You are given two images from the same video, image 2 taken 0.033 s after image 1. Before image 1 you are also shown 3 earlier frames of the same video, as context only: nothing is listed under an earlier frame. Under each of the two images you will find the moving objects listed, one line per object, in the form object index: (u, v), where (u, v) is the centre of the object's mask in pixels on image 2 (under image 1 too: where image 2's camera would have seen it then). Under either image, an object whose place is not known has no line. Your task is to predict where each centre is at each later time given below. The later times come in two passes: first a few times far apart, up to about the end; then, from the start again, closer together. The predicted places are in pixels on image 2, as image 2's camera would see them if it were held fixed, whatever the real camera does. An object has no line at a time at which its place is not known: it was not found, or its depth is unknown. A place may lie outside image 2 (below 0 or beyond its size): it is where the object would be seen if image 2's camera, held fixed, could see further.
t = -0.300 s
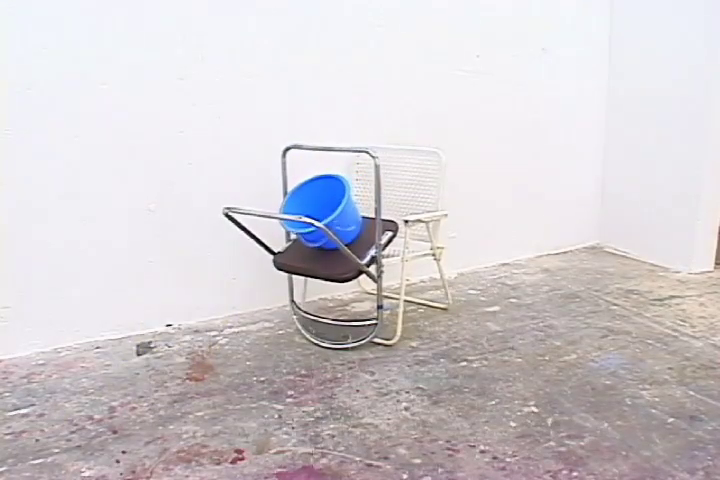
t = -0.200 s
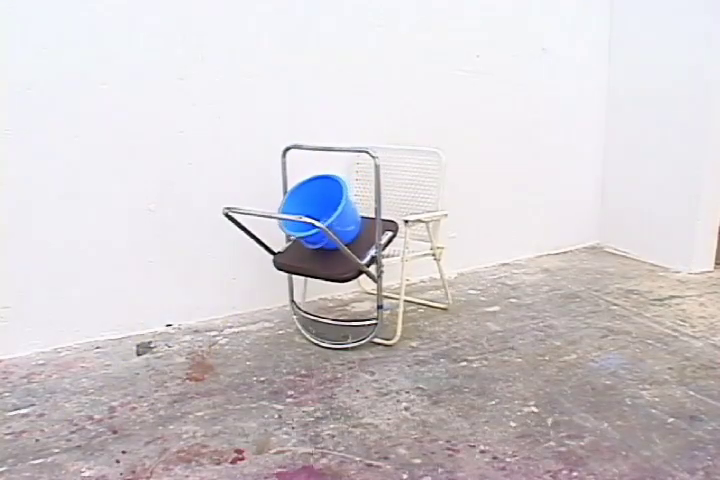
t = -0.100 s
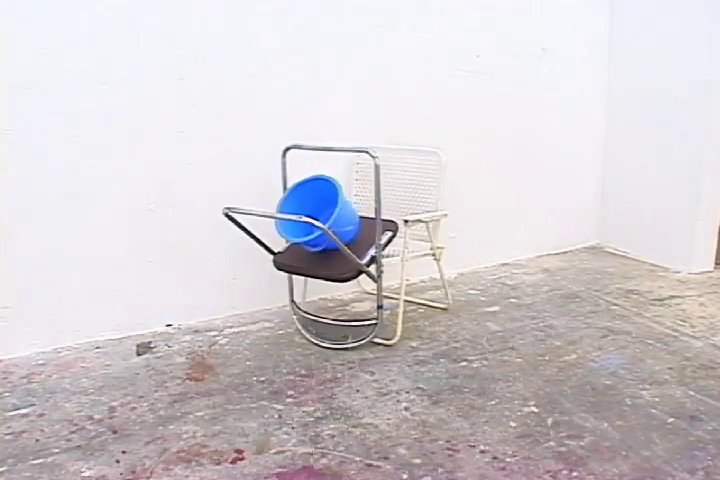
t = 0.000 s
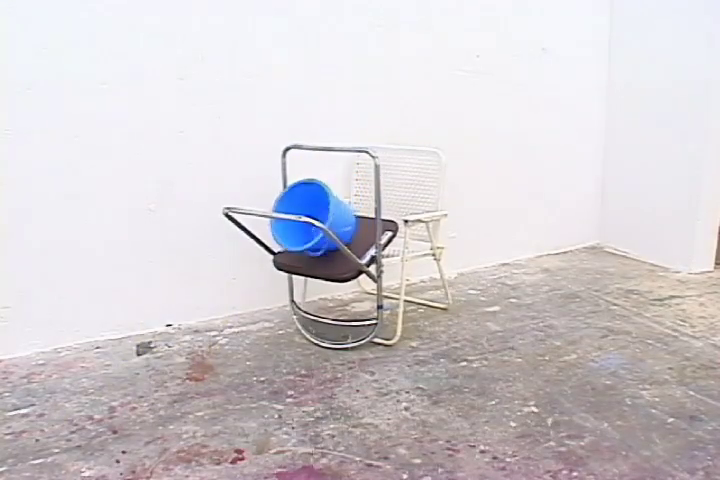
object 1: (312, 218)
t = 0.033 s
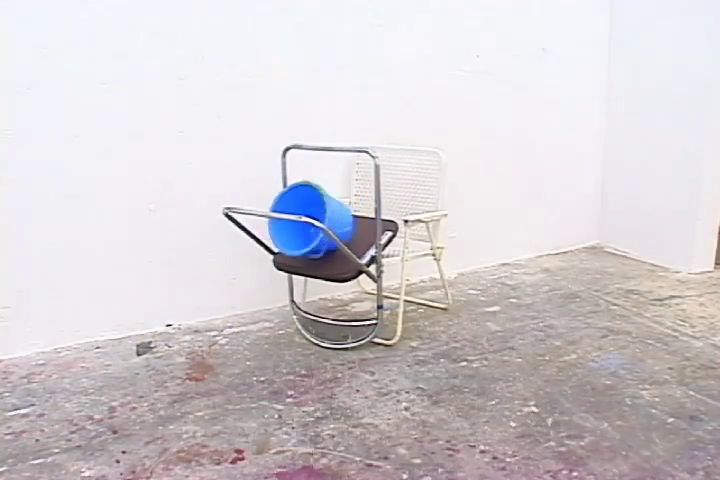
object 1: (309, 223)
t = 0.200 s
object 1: (288, 246)
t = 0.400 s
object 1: (272, 272)
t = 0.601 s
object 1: (254, 329)
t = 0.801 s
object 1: (232, 338)
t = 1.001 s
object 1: (219, 355)
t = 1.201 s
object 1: (198, 366)
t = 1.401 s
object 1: (182, 383)
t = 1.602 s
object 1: (178, 386)
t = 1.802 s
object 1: (178, 386)
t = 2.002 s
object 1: (178, 386)
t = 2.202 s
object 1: (178, 385)
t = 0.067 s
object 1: (306, 225)
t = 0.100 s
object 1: (303, 229)
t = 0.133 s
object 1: (300, 234)
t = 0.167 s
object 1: (295, 236)
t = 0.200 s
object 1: (288, 246)
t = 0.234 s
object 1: (284, 247)
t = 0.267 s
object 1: (283, 248)
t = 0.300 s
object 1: (281, 251)
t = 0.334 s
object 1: (279, 254)
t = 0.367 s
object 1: (276, 262)
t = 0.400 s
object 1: (272, 272)
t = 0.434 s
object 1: (269, 286)
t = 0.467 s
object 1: (267, 304)
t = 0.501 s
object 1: (266, 321)
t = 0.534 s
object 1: (265, 336)
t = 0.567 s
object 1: (260, 338)
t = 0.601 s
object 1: (254, 329)
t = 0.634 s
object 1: (249, 322)
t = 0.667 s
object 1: (249, 326)
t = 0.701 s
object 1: (244, 328)
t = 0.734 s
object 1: (239, 328)
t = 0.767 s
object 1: (236, 331)
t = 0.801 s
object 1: (232, 338)
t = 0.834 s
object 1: (229, 347)
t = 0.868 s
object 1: (227, 346)
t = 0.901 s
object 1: (225, 345)
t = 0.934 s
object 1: (221, 346)
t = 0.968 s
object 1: (220, 351)
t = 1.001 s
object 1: (219, 355)
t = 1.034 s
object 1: (216, 356)
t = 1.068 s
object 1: (212, 355)
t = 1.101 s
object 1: (208, 355)
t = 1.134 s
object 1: (205, 358)
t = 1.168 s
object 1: (201, 361)
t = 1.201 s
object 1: (198, 366)
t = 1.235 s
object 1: (195, 372)
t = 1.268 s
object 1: (191, 377)
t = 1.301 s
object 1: (188, 380)
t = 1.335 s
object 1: (186, 381)
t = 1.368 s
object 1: (184, 383)
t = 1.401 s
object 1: (182, 383)
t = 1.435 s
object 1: (180, 385)
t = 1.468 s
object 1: (179, 385)
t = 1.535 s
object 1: (179, 386)
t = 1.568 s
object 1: (179, 386)
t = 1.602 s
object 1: (178, 386)
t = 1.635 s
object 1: (178, 386)
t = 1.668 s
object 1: (178, 386)
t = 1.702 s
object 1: (178, 386)
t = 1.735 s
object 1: (178, 386)
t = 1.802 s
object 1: (178, 386)
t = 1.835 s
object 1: (178, 386)
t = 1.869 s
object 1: (178, 386)
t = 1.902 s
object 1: (178, 386)
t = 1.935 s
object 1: (178, 386)
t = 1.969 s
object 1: (178, 386)
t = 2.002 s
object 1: (178, 386)
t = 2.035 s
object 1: (178, 386)
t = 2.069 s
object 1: (178, 386)
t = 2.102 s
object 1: (178, 385)
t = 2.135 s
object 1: (178, 385)
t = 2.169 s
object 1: (178, 385)
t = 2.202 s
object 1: (178, 385)
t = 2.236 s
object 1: (178, 385)
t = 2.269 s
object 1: (178, 385)
